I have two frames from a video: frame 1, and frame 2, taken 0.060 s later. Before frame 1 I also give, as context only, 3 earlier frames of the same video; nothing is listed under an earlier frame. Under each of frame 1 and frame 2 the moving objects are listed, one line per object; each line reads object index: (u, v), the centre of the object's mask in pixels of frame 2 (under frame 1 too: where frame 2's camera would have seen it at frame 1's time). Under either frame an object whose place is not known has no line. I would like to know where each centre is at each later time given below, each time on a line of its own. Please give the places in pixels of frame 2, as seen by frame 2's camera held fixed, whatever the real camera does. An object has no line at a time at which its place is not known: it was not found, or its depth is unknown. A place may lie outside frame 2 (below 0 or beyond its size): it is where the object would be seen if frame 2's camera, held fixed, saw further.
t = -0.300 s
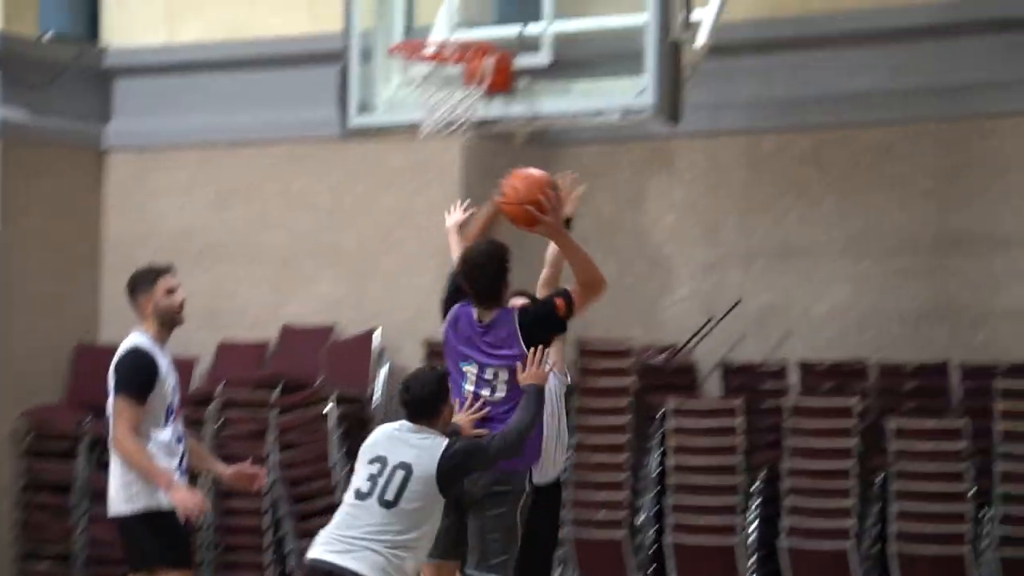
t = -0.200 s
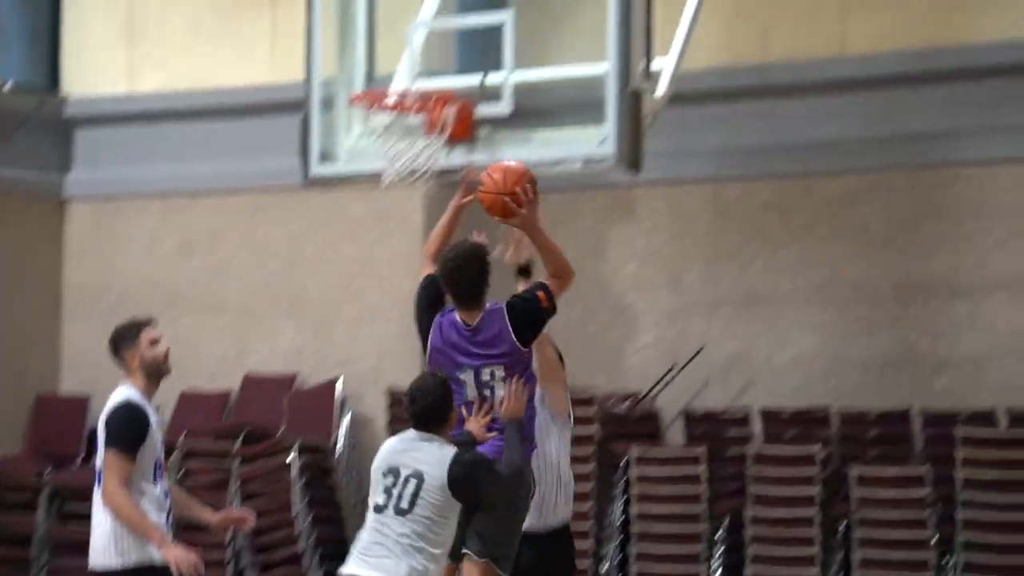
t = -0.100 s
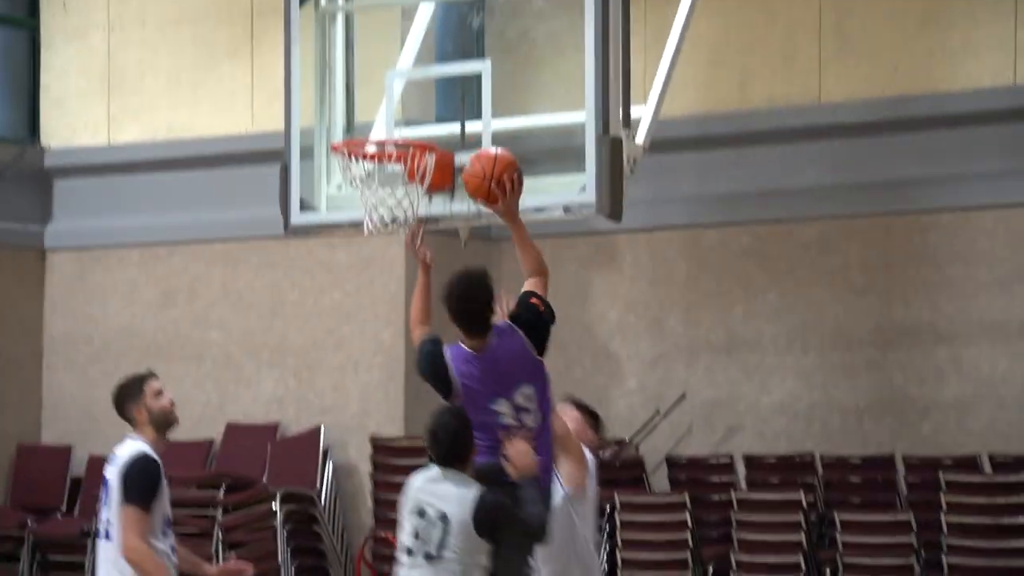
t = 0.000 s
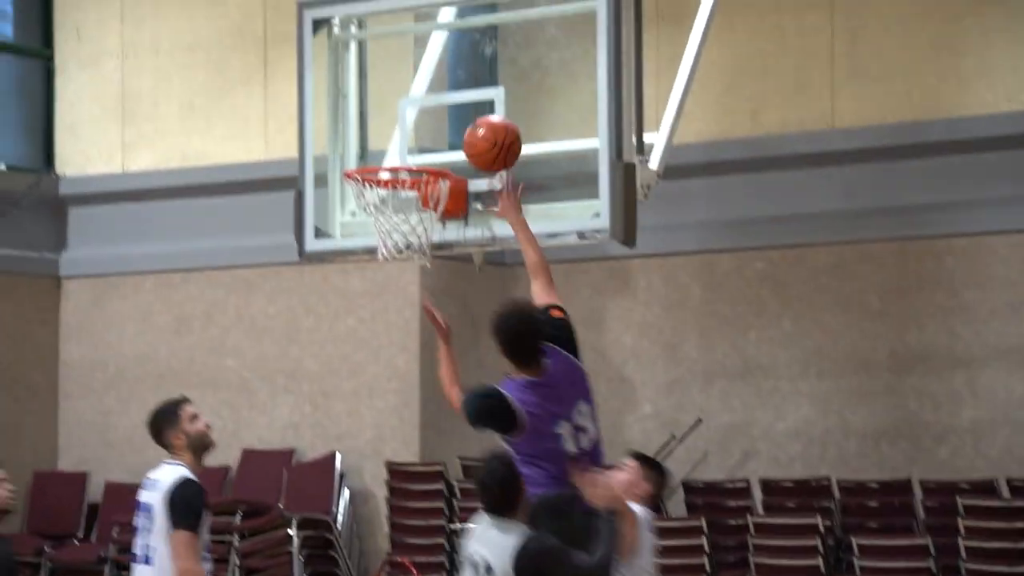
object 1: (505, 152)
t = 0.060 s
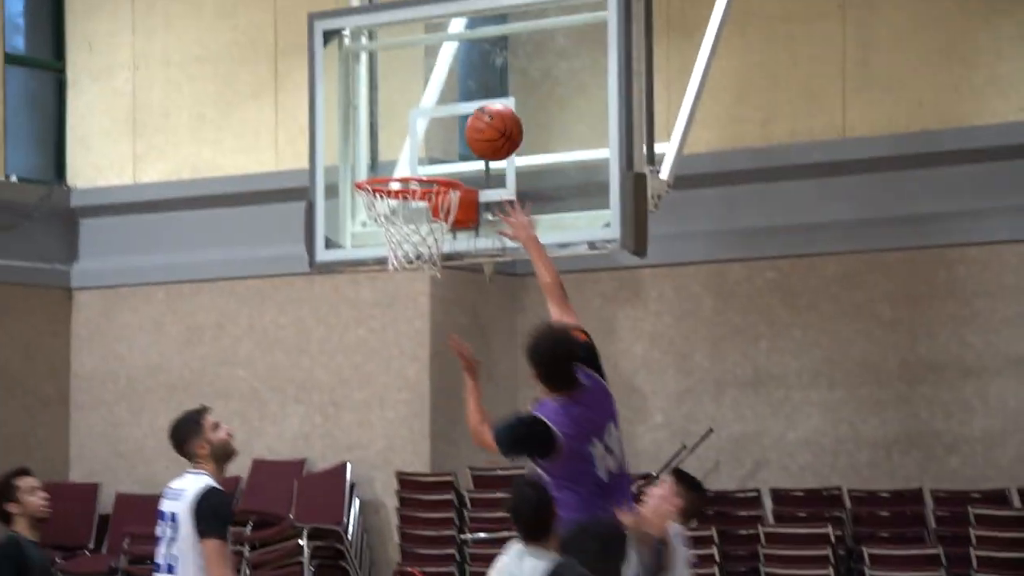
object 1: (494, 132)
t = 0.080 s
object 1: (491, 126)
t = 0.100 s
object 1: (488, 121)
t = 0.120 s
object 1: (486, 117)
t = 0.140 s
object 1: (483, 114)
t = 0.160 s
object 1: (480, 112)
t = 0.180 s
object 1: (476, 111)
